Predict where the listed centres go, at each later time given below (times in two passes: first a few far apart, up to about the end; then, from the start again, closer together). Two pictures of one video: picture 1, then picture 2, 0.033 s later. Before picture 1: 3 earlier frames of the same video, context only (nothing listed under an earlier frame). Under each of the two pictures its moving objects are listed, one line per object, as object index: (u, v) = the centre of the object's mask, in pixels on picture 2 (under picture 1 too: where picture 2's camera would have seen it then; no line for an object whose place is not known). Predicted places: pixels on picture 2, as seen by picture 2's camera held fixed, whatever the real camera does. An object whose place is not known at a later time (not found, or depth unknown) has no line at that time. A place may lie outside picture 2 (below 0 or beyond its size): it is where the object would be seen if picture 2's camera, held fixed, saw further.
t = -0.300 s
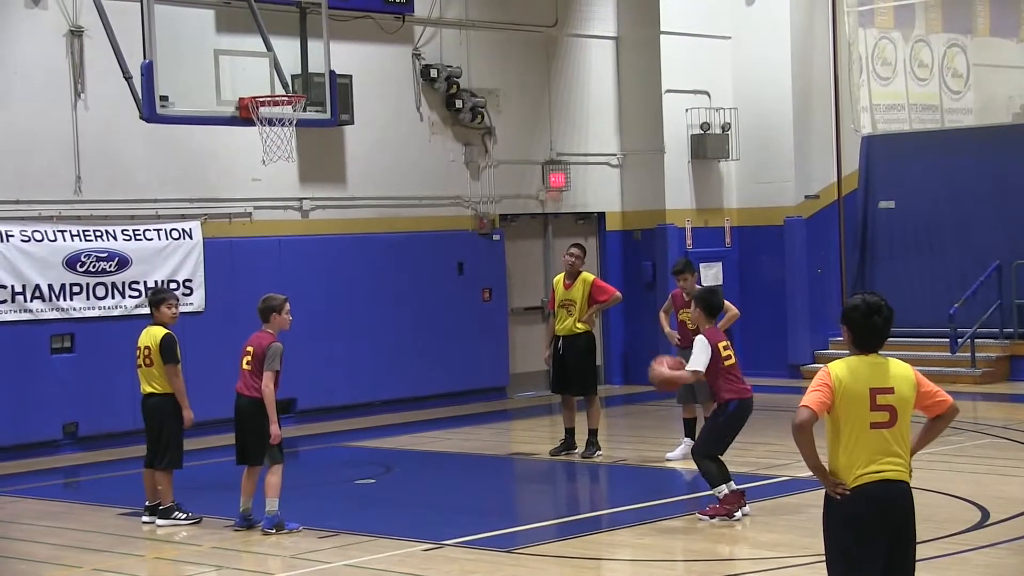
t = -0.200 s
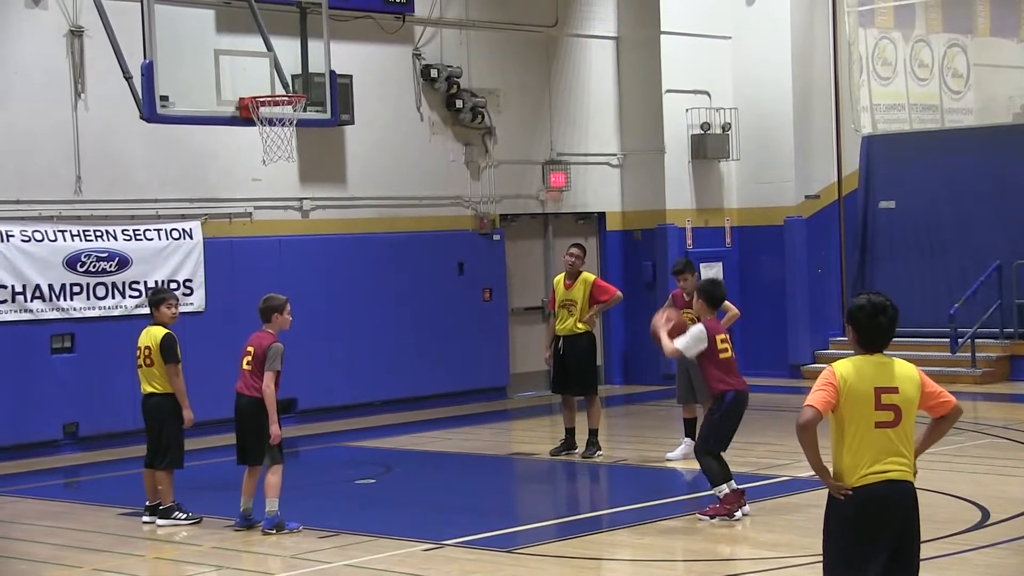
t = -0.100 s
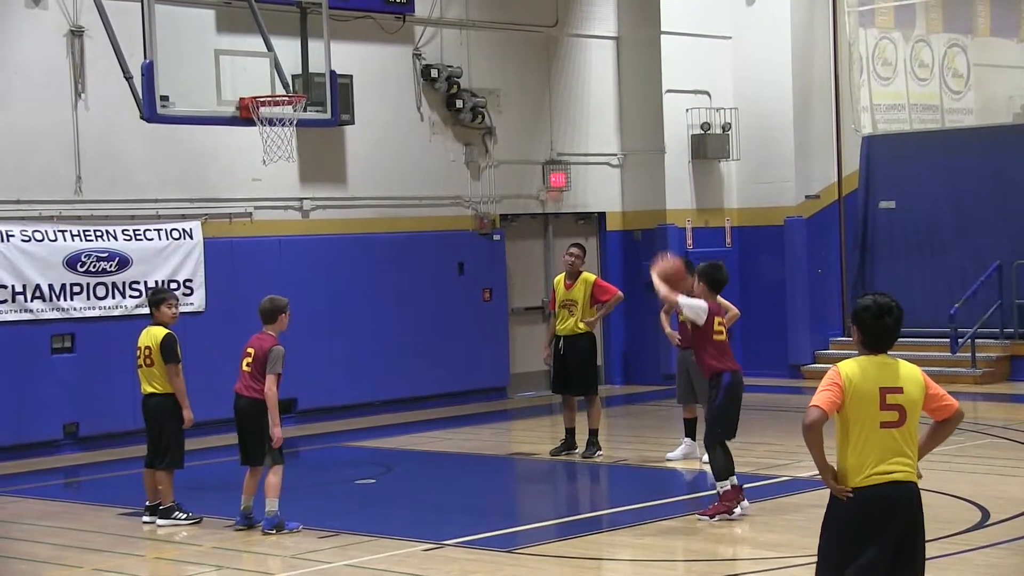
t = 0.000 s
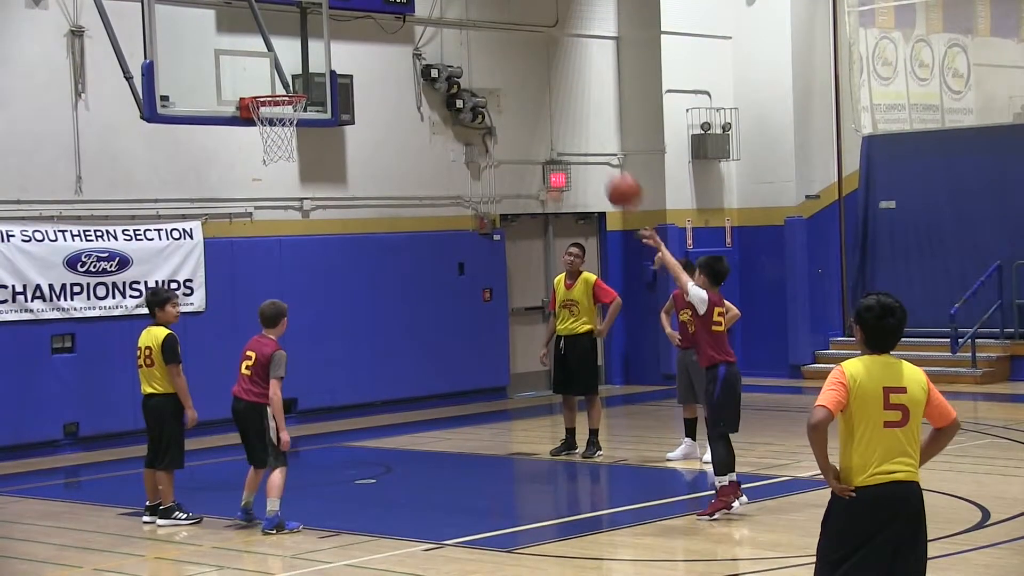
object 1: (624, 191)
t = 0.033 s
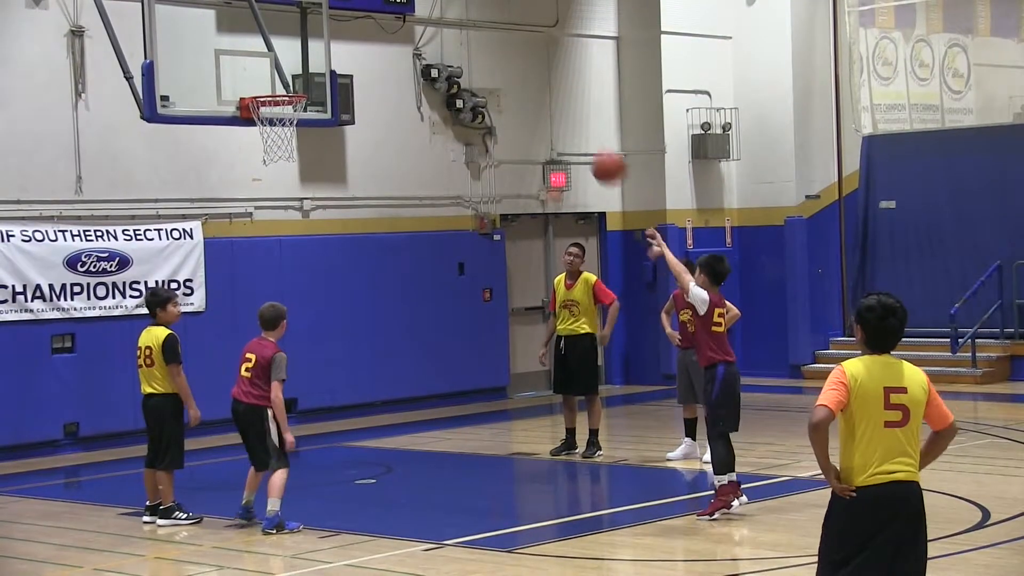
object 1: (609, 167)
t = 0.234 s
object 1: (523, 59)
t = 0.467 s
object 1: (434, 11)
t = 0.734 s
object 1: (346, 37)
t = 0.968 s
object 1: (333, 66)
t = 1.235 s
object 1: (407, 67)
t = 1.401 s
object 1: (456, 111)
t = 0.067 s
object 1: (593, 143)
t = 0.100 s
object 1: (578, 124)
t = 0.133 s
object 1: (564, 104)
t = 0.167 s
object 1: (549, 87)
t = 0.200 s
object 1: (536, 71)
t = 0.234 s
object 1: (523, 59)
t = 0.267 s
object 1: (509, 46)
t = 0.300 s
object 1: (495, 35)
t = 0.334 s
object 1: (483, 27)
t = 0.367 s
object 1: (470, 20)
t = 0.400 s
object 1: (458, 16)
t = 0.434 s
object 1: (446, 13)
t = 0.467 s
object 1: (434, 11)
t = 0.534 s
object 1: (410, 10)
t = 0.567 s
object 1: (399, 12)
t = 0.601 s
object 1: (389, 13)
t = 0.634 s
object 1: (377, 16)
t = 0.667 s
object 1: (367, 22)
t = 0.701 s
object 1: (357, 29)
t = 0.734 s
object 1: (346, 37)
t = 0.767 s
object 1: (336, 47)
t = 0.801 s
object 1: (326, 58)
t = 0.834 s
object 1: (316, 72)
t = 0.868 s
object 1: (307, 84)
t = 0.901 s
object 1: (314, 80)
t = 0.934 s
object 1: (324, 72)
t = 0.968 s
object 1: (333, 66)
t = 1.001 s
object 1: (342, 61)
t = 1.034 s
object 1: (351, 58)
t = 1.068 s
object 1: (360, 56)
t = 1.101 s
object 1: (370, 55)
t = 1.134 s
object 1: (379, 56)
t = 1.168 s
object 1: (388, 58)
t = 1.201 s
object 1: (398, 62)
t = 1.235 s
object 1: (407, 67)
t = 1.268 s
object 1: (417, 73)
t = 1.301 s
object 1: (427, 81)
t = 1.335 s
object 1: (437, 90)
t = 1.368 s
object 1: (446, 100)
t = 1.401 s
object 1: (456, 111)
